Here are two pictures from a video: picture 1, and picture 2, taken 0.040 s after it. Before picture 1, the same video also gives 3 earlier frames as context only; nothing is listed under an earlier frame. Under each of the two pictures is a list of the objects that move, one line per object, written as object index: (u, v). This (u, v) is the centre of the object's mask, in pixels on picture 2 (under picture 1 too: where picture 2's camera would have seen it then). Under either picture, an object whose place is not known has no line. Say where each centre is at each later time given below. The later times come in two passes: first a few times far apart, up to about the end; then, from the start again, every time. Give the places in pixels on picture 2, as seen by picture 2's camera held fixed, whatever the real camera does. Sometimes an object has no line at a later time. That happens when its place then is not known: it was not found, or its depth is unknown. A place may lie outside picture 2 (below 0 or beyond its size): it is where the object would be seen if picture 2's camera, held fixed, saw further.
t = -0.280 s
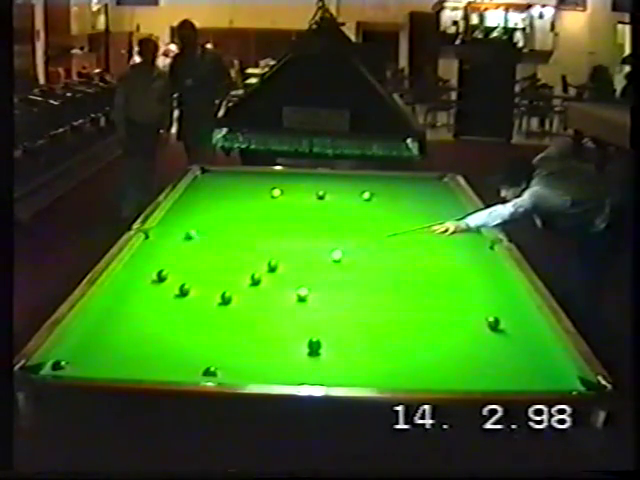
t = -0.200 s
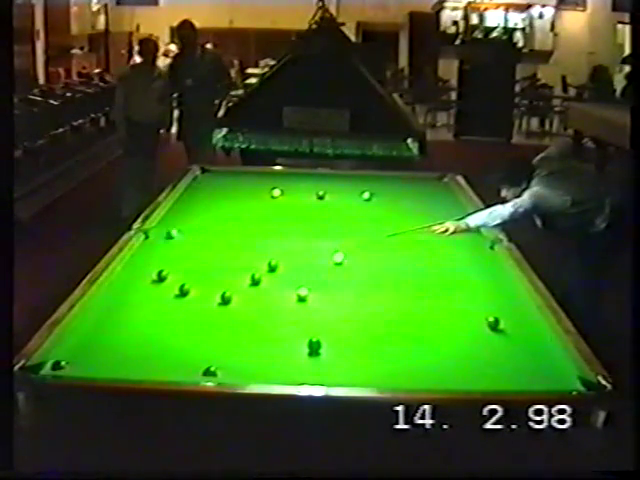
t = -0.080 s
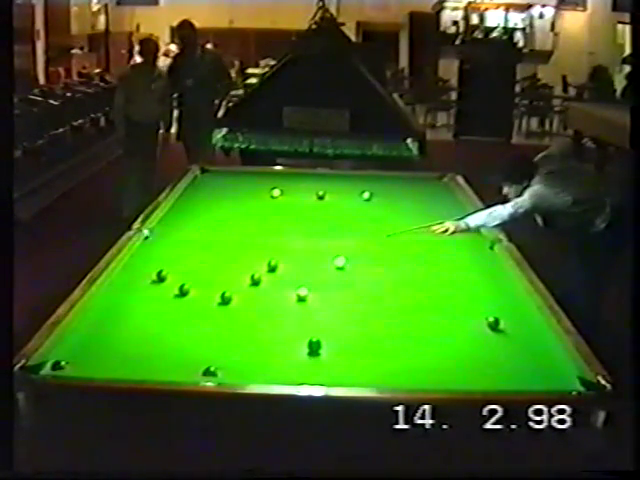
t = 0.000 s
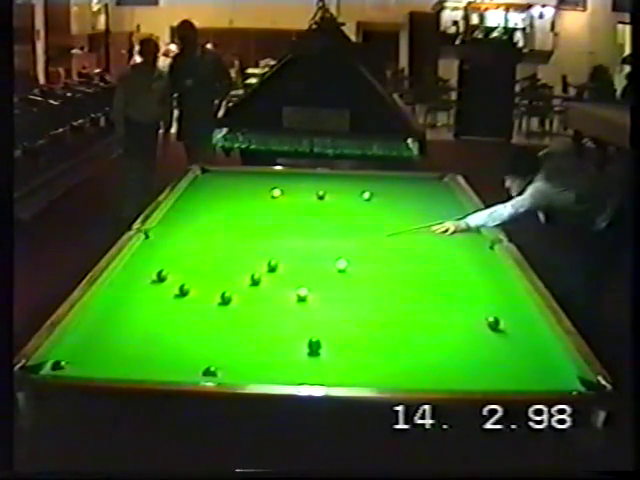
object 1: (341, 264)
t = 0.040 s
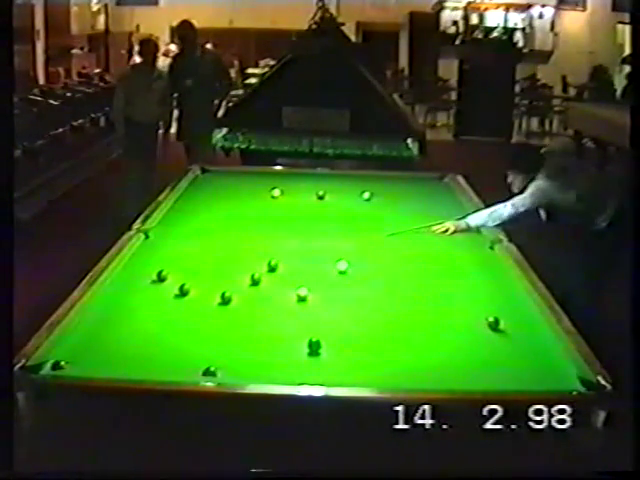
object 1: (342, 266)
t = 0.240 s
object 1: (345, 273)
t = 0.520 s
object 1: (351, 283)
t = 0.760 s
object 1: (355, 291)
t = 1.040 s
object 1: (360, 301)
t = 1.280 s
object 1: (365, 310)
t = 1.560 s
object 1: (370, 320)
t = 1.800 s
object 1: (375, 328)
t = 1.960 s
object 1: (378, 334)
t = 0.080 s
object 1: (342, 267)
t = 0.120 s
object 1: (343, 268)
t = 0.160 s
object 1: (344, 270)
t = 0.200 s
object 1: (344, 272)
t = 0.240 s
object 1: (345, 273)
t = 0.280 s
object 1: (346, 275)
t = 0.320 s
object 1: (347, 275)
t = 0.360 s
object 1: (347, 277)
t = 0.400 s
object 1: (348, 279)
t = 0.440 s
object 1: (349, 280)
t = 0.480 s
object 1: (350, 281)
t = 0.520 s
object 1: (351, 283)
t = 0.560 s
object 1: (351, 284)
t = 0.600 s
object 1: (352, 285)
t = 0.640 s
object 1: (352, 287)
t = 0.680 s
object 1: (353, 288)
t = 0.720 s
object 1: (354, 289)
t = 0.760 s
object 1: (355, 291)
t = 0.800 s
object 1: (356, 292)
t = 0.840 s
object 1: (356, 293)
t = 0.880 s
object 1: (357, 295)
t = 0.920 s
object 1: (358, 297)
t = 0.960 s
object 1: (358, 298)
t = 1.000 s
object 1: (359, 300)
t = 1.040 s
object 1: (360, 301)
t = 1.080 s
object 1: (361, 302)
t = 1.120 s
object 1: (361, 304)
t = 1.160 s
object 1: (362, 305)
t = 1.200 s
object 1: (363, 307)
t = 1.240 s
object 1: (364, 308)
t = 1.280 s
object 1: (365, 310)
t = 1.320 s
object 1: (365, 311)
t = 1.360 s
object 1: (366, 313)
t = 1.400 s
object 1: (367, 314)
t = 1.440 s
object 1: (368, 315)
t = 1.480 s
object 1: (369, 317)
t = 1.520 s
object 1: (369, 318)
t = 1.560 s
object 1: (370, 320)
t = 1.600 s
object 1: (371, 321)
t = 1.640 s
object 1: (371, 323)
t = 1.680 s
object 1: (372, 324)
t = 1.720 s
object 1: (373, 325)
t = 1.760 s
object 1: (374, 327)
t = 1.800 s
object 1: (375, 328)
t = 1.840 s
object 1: (375, 330)
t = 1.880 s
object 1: (376, 331)
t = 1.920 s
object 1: (377, 333)
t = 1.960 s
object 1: (378, 334)
